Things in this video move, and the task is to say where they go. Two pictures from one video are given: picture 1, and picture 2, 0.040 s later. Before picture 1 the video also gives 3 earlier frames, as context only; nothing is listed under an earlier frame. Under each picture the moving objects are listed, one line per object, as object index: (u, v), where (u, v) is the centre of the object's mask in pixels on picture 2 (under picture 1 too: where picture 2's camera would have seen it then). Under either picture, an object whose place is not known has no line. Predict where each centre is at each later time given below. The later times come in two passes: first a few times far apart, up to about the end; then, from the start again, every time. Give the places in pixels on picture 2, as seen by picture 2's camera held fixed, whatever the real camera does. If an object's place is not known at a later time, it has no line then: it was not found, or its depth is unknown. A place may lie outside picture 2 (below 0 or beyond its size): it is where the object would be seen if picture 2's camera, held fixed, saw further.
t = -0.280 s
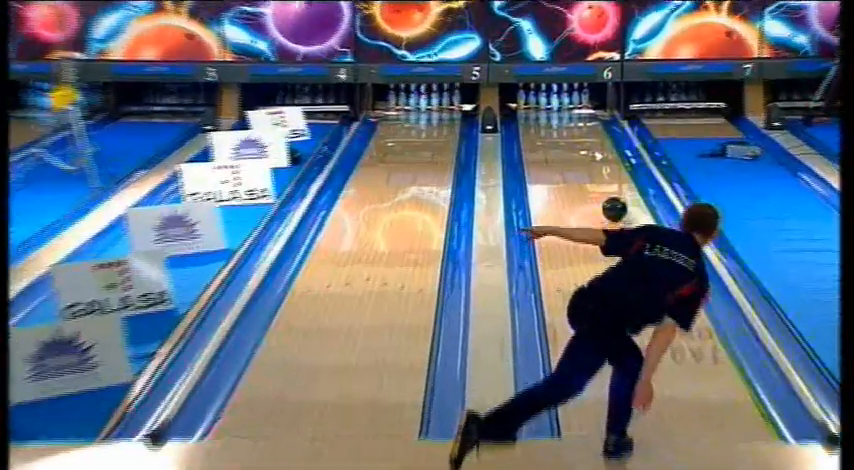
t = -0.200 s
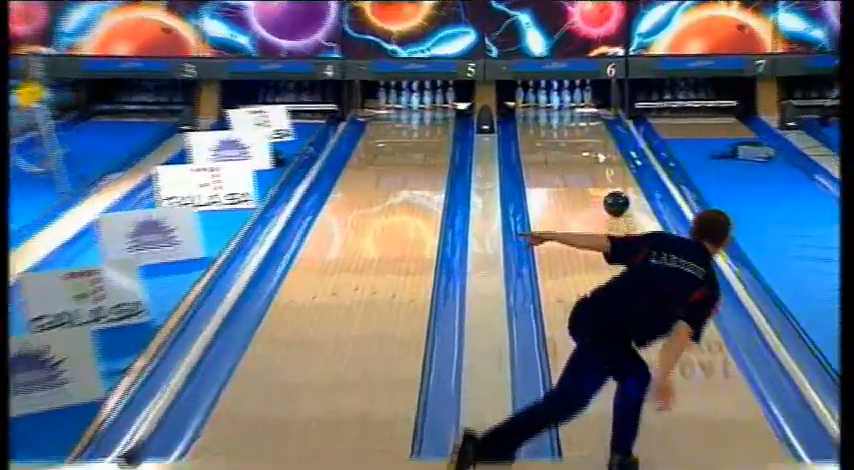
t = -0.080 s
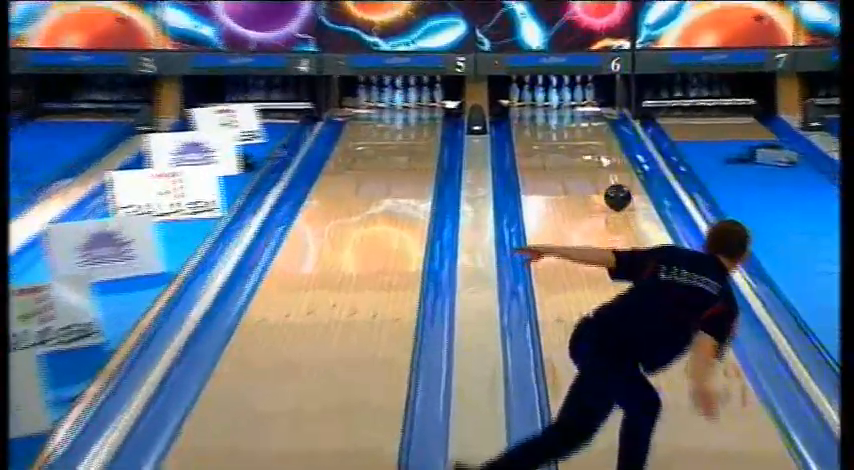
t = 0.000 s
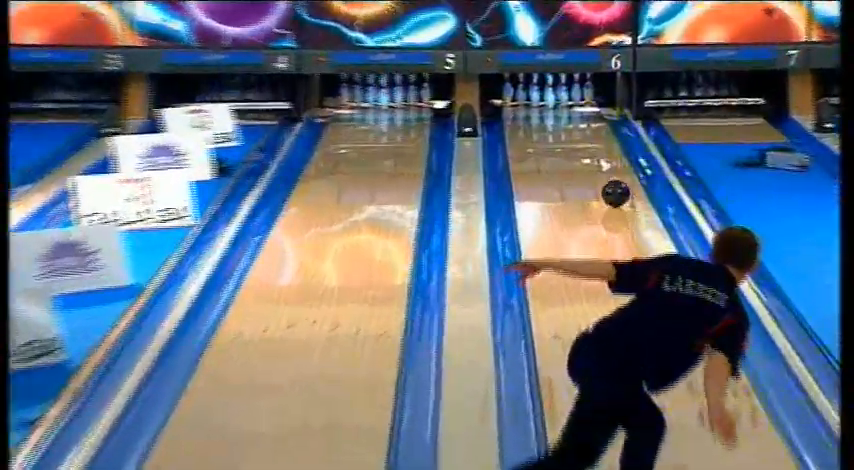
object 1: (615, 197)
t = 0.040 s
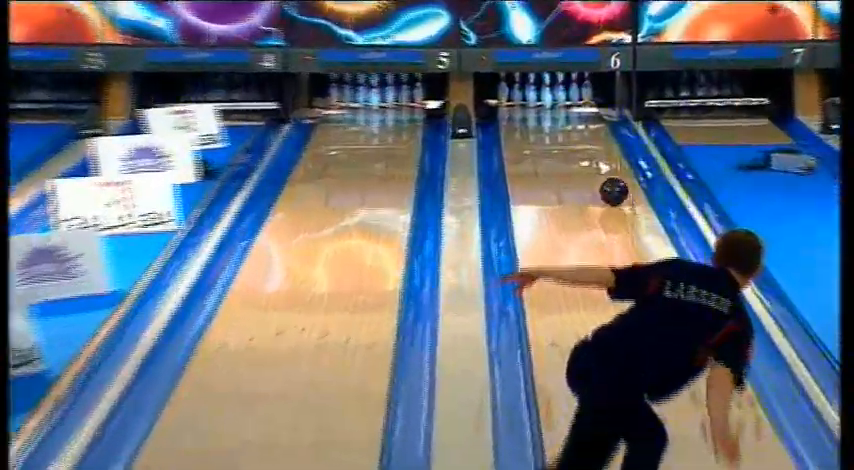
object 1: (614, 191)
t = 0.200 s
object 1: (608, 173)
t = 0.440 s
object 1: (599, 150)
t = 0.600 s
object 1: (592, 135)
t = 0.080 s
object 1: (612, 186)
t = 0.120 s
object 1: (611, 182)
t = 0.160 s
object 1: (610, 178)
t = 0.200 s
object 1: (608, 173)
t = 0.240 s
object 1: (607, 169)
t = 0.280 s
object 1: (605, 165)
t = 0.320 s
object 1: (604, 161)
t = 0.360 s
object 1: (602, 157)
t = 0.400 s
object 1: (601, 153)
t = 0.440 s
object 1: (599, 150)
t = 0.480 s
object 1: (597, 146)
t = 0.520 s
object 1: (596, 142)
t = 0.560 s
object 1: (594, 138)
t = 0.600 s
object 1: (592, 135)
